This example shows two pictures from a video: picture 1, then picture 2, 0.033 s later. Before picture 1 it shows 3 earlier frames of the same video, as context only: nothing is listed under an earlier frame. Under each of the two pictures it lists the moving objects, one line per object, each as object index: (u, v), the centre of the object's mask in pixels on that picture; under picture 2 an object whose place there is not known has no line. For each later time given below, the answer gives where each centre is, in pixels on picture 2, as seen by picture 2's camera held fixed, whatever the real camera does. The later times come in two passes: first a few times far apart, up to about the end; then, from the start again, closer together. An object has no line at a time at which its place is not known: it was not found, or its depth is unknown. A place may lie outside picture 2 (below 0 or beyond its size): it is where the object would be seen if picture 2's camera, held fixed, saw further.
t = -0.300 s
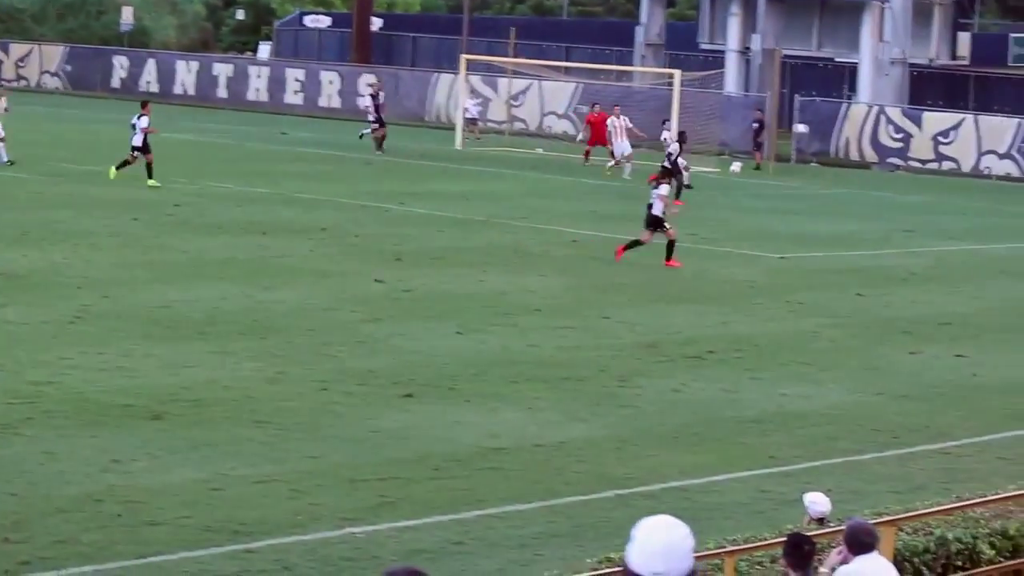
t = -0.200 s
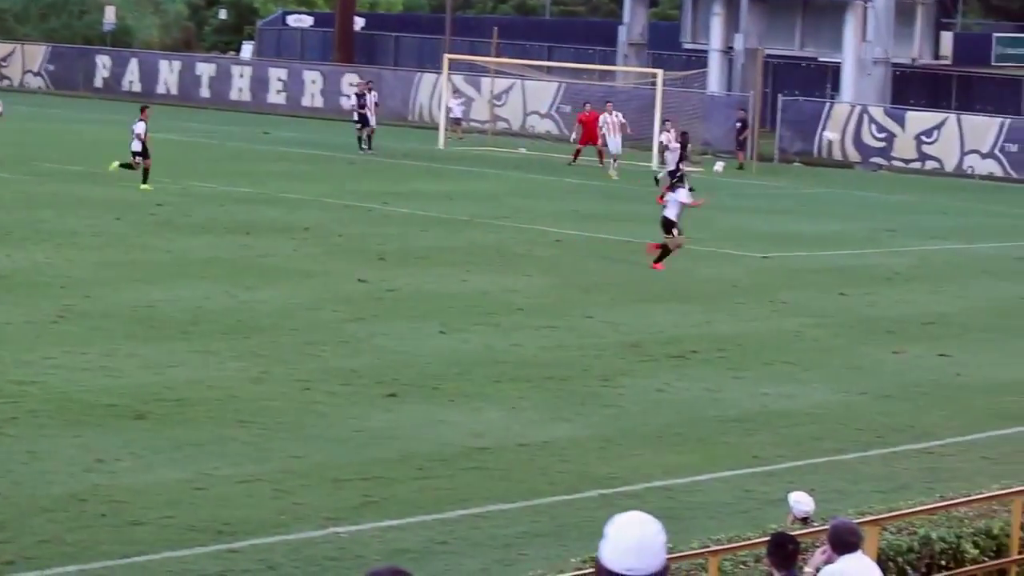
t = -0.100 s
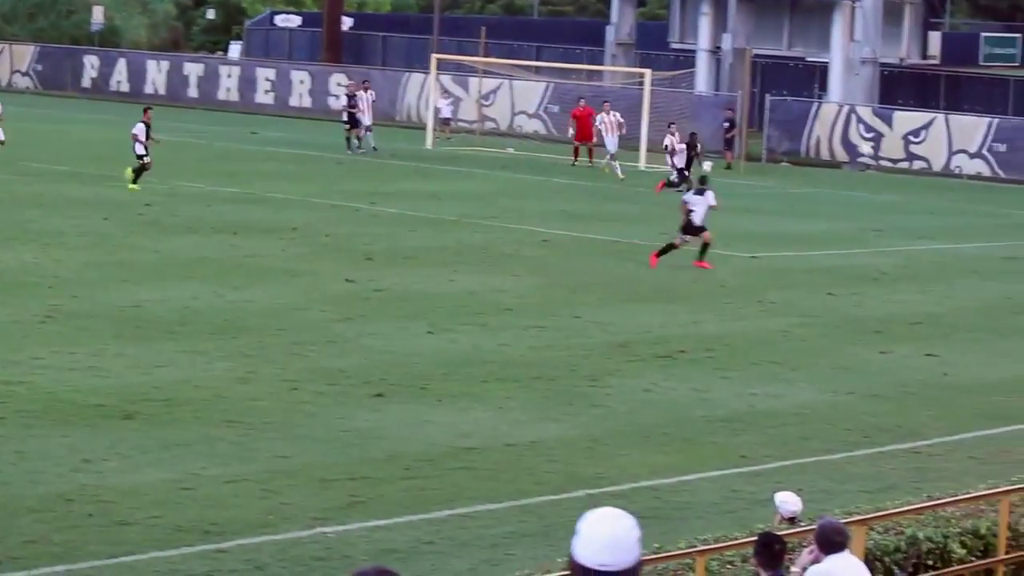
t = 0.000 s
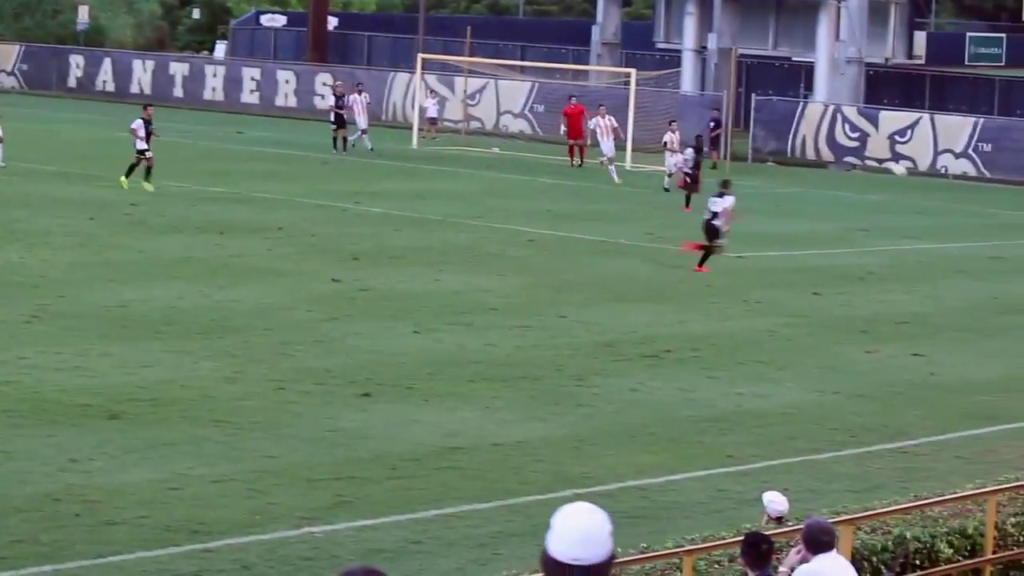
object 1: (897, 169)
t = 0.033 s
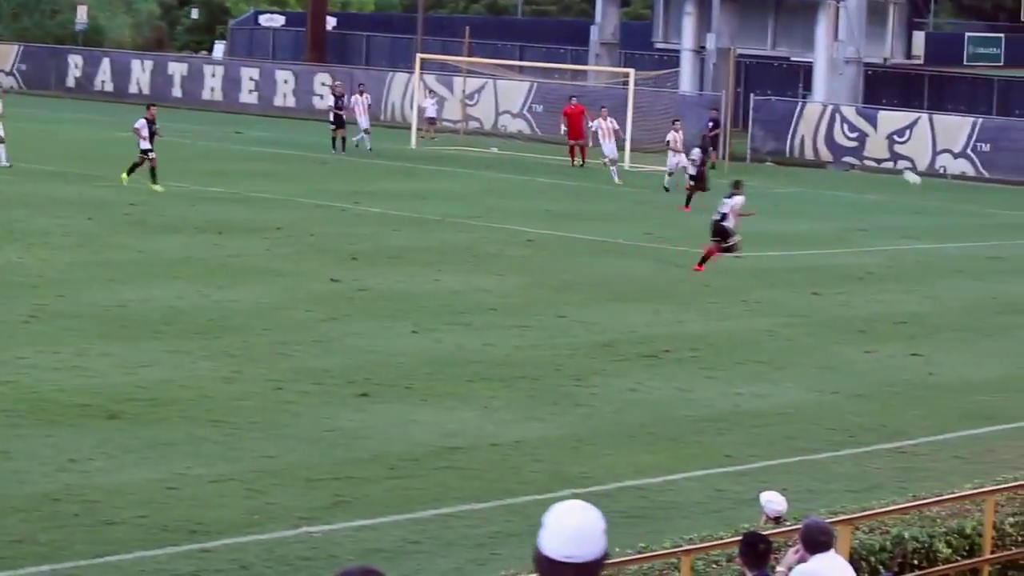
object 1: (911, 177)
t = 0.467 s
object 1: (1080, 210)
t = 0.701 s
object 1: (1163, 215)
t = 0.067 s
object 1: (926, 186)
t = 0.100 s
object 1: (942, 195)
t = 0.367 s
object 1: (1048, 217)
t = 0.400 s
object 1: (1059, 214)
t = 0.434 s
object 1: (1070, 212)
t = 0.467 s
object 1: (1080, 210)
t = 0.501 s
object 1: (1089, 209)
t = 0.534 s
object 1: (1101, 208)
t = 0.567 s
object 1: (1114, 208)
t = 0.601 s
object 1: (1125, 209)
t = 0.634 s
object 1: (1139, 210)
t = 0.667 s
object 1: (1152, 212)
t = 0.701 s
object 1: (1163, 215)
